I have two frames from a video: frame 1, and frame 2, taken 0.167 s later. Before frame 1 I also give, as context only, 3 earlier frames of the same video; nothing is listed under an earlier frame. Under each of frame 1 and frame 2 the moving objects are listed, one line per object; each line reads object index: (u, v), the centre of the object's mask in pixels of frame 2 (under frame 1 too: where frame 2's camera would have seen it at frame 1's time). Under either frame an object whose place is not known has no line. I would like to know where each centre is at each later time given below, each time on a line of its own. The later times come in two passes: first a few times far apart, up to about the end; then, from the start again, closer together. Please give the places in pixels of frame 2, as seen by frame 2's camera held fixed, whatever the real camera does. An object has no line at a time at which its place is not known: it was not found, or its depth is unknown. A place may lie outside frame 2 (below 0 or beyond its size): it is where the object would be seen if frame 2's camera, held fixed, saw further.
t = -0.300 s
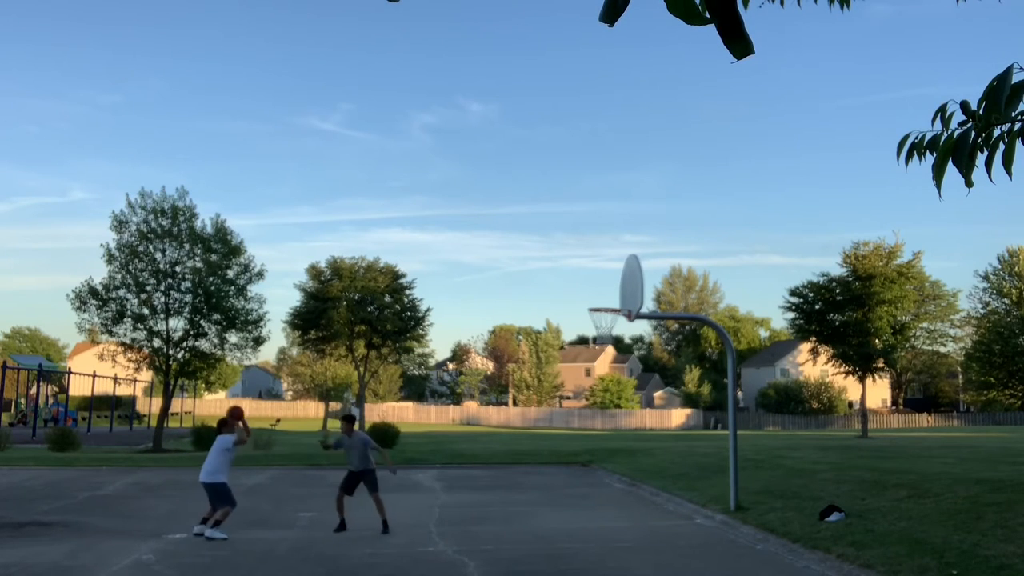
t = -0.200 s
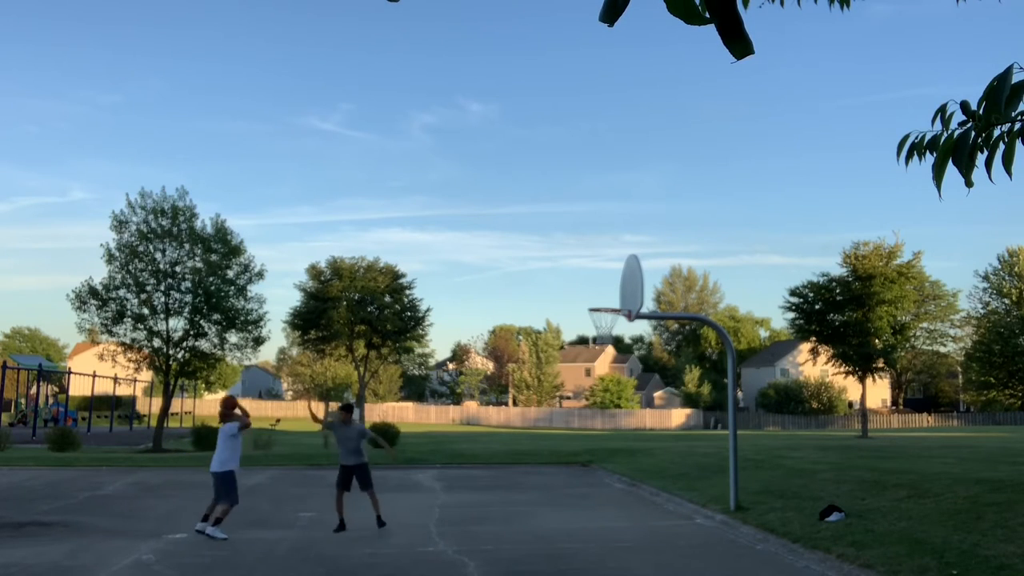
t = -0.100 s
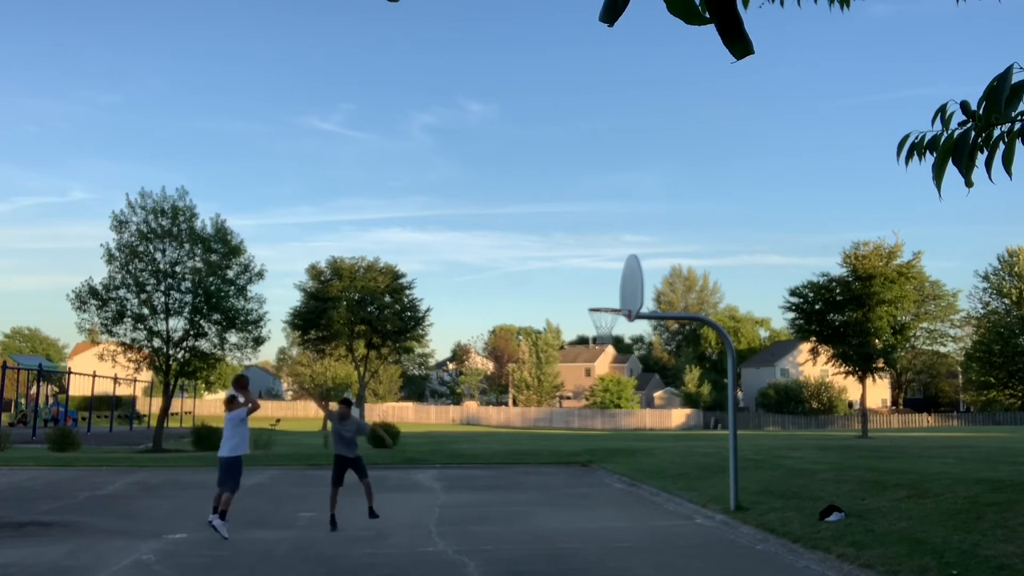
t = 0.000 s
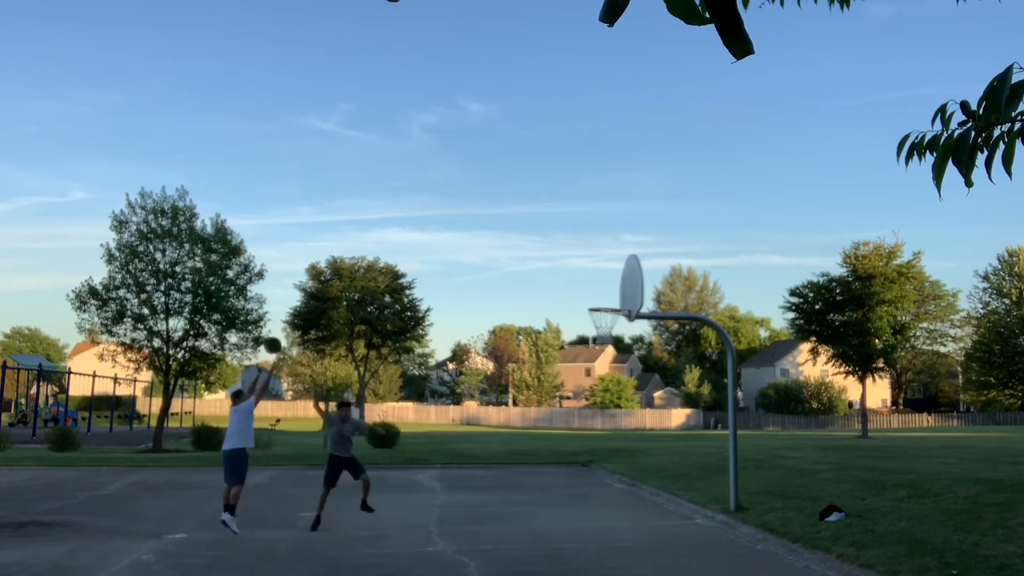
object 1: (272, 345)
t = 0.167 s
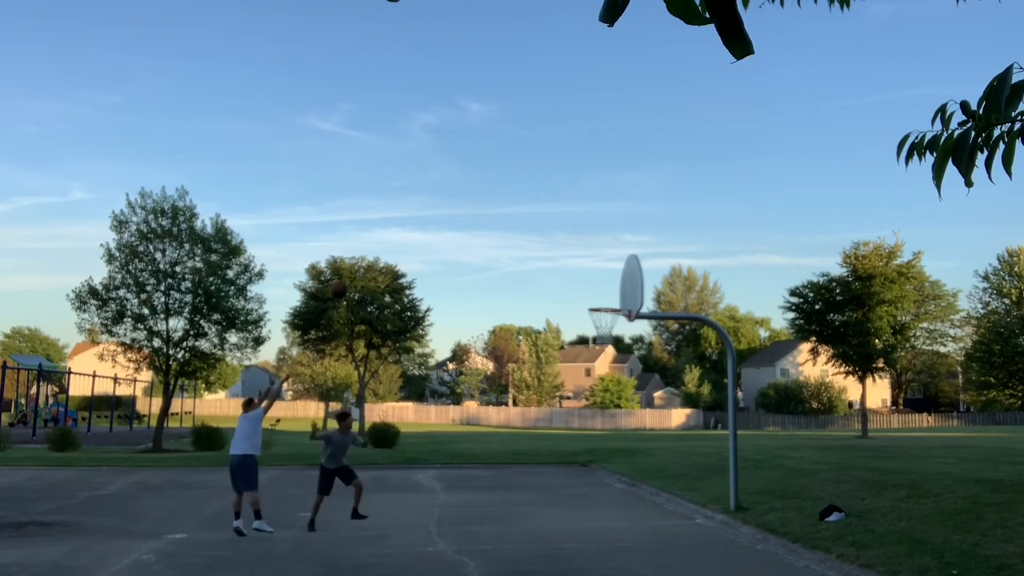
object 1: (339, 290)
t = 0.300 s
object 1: (389, 260)
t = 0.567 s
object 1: (484, 241)
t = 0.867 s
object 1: (584, 274)
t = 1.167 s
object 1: (600, 288)
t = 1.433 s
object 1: (568, 307)
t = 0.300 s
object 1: (389, 260)
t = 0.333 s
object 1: (401, 255)
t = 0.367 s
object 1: (414, 250)
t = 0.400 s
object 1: (425, 247)
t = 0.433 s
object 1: (437, 244)
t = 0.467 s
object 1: (449, 242)
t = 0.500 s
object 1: (461, 241)
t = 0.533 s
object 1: (472, 241)
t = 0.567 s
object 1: (484, 241)
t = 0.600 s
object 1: (495, 242)
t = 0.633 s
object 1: (507, 243)
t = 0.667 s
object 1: (518, 246)
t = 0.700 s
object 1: (529, 249)
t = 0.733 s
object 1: (541, 252)
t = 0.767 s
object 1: (552, 257)
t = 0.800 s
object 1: (563, 262)
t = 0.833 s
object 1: (573, 268)
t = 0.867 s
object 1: (584, 274)
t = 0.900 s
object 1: (595, 282)
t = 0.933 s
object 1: (606, 290)
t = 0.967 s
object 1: (616, 298)
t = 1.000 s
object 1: (620, 300)
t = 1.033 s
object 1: (616, 296)
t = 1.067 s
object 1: (612, 293)
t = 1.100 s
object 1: (608, 290)
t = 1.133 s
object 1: (604, 289)
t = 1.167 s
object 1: (600, 288)
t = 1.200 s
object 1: (596, 288)
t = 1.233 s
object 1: (592, 288)
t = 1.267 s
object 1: (588, 290)
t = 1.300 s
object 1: (584, 292)
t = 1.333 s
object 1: (580, 295)
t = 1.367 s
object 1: (575, 298)
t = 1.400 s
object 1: (572, 302)
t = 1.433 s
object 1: (568, 307)
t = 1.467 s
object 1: (564, 313)
